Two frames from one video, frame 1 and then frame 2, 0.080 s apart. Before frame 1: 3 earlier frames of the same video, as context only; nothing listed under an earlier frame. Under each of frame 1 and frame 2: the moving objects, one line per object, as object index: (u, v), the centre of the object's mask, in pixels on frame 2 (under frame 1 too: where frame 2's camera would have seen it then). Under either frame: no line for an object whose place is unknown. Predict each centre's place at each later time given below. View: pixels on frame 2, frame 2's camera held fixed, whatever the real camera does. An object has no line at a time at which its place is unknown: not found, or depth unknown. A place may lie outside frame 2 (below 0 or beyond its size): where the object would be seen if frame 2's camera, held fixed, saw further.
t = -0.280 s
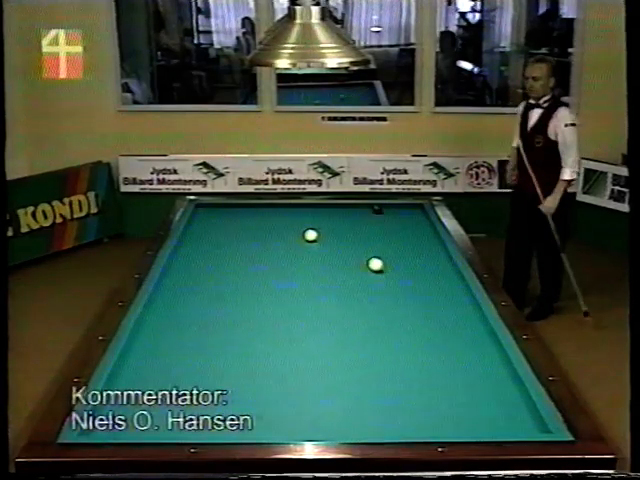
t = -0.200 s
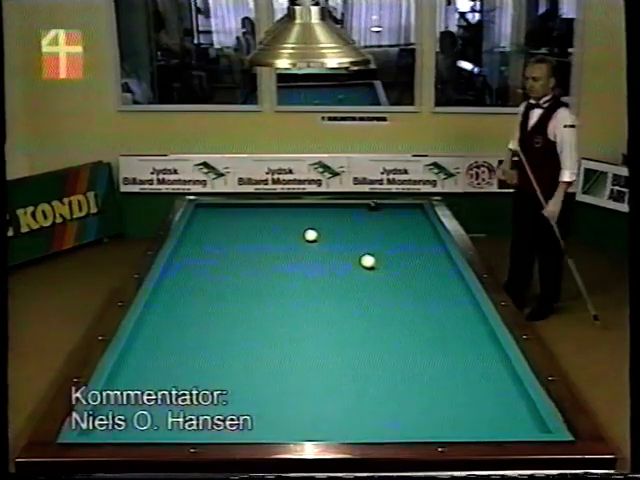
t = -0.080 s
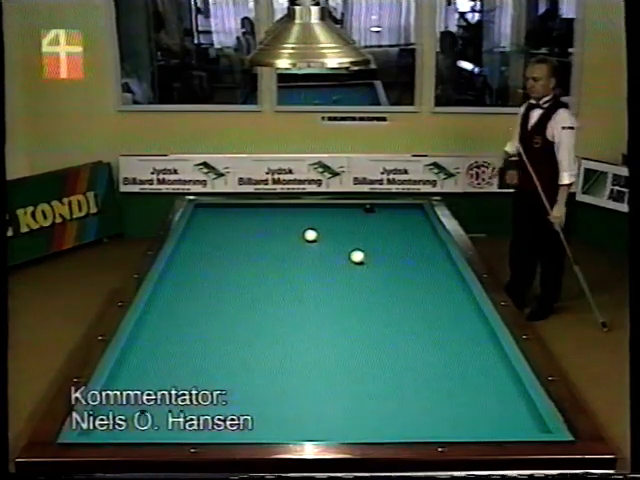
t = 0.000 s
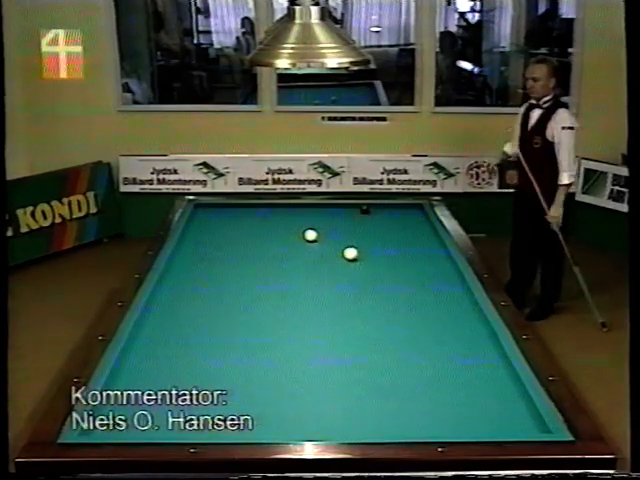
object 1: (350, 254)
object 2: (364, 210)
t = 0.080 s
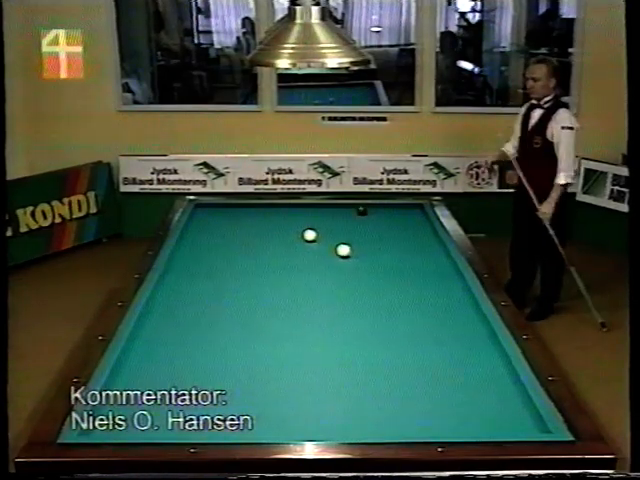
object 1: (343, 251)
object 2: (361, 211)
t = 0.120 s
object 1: (340, 249)
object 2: (360, 212)
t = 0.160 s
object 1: (335, 247)
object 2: (358, 213)
